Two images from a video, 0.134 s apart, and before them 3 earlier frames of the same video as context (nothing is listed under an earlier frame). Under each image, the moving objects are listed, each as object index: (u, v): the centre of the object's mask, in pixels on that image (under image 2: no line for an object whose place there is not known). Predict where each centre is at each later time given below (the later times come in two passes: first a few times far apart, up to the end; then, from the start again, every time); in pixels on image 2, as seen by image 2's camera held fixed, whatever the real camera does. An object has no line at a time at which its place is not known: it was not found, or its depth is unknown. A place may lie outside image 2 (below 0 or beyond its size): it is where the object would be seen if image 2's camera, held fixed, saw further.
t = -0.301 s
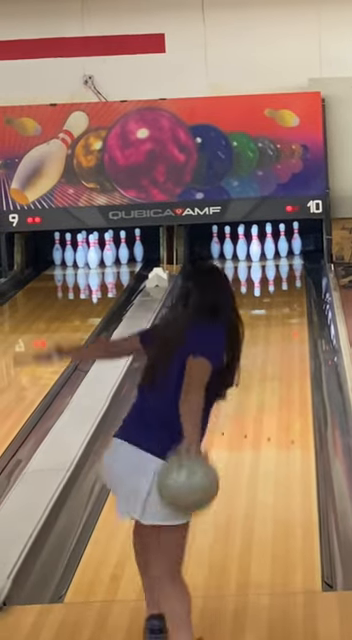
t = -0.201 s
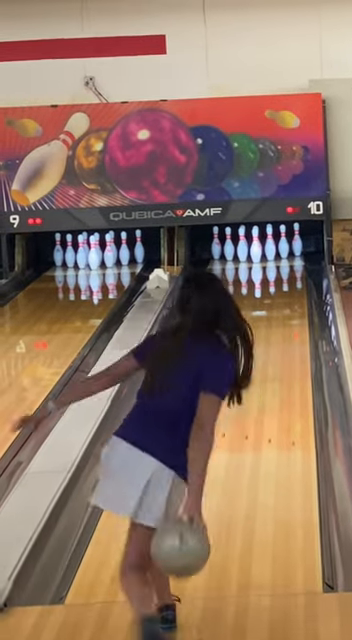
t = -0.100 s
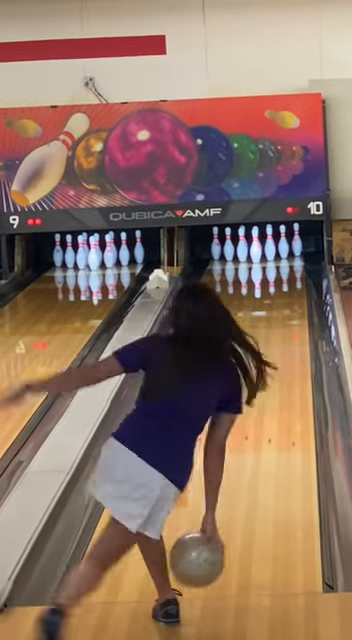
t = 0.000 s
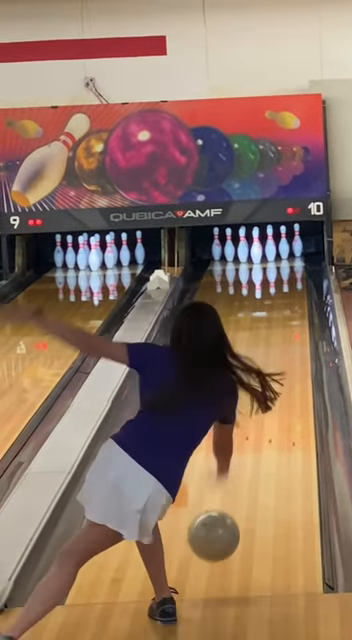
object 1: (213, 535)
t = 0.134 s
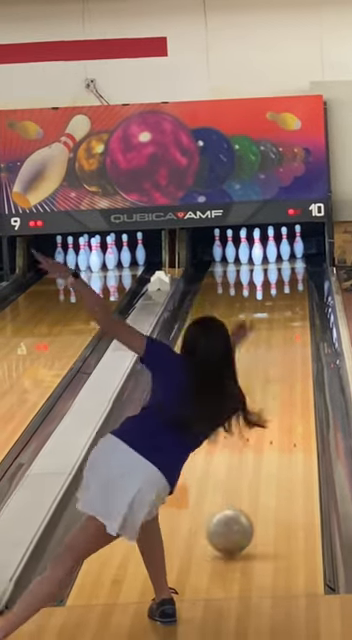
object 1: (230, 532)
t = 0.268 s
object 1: (241, 500)
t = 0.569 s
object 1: (256, 447)
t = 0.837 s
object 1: (273, 399)
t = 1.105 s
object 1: (283, 364)
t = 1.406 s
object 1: (291, 335)
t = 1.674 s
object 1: (295, 315)
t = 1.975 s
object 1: (296, 296)
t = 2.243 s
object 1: (294, 283)
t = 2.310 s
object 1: (292, 280)
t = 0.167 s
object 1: (232, 523)
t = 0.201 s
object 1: (235, 514)
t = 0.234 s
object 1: (238, 508)
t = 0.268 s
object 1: (241, 500)
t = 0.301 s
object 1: (243, 492)
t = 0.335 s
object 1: (246, 484)
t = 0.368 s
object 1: (248, 478)
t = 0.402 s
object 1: (251, 471)
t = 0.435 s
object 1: (253, 464)
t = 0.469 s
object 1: (255, 458)
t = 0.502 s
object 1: (257, 452)
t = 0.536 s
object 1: (259, 446)
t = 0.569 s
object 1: (256, 447)
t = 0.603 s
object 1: (268, 432)
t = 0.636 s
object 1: (264, 429)
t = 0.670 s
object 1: (266, 425)
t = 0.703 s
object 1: (267, 419)
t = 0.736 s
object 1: (269, 414)
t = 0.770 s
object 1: (270, 409)
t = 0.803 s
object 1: (272, 403)
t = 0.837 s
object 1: (273, 399)
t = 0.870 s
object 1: (275, 394)
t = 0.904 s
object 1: (276, 390)
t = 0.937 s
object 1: (277, 386)
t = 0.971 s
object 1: (278, 382)
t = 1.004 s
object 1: (279, 379)
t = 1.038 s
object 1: (280, 375)
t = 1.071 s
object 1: (281, 372)
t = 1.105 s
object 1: (283, 364)
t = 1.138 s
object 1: (284, 361)
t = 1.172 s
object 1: (285, 357)
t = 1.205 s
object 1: (286, 354)
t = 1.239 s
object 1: (287, 350)
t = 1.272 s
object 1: (288, 348)
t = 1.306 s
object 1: (288, 344)
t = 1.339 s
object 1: (290, 341)
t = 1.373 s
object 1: (290, 338)
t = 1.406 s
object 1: (291, 335)
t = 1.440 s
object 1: (291, 332)
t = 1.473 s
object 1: (292, 330)
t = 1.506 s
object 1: (292, 327)
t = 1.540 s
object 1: (294, 325)
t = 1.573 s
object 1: (294, 322)
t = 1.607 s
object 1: (294, 320)
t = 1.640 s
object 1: (295, 317)
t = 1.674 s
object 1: (295, 315)
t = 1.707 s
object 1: (295, 313)
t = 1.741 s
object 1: (295, 310)
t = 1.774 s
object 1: (296, 308)
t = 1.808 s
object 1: (296, 306)
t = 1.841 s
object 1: (296, 304)
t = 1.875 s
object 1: (296, 302)
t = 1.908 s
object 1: (297, 300)
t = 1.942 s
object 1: (297, 298)
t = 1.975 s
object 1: (296, 296)
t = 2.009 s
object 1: (296, 294)
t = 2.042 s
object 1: (296, 292)
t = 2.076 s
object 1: (295, 290)
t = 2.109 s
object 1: (296, 288)
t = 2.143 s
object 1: (295, 287)
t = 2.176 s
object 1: (295, 286)
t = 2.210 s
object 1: (294, 284)
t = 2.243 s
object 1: (294, 283)
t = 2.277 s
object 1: (293, 282)
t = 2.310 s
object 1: (292, 280)
